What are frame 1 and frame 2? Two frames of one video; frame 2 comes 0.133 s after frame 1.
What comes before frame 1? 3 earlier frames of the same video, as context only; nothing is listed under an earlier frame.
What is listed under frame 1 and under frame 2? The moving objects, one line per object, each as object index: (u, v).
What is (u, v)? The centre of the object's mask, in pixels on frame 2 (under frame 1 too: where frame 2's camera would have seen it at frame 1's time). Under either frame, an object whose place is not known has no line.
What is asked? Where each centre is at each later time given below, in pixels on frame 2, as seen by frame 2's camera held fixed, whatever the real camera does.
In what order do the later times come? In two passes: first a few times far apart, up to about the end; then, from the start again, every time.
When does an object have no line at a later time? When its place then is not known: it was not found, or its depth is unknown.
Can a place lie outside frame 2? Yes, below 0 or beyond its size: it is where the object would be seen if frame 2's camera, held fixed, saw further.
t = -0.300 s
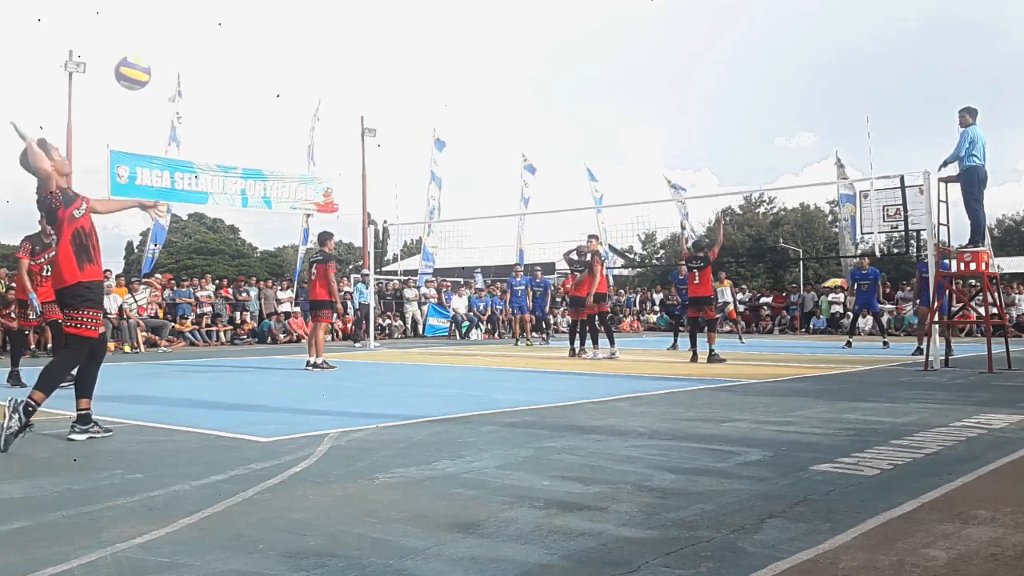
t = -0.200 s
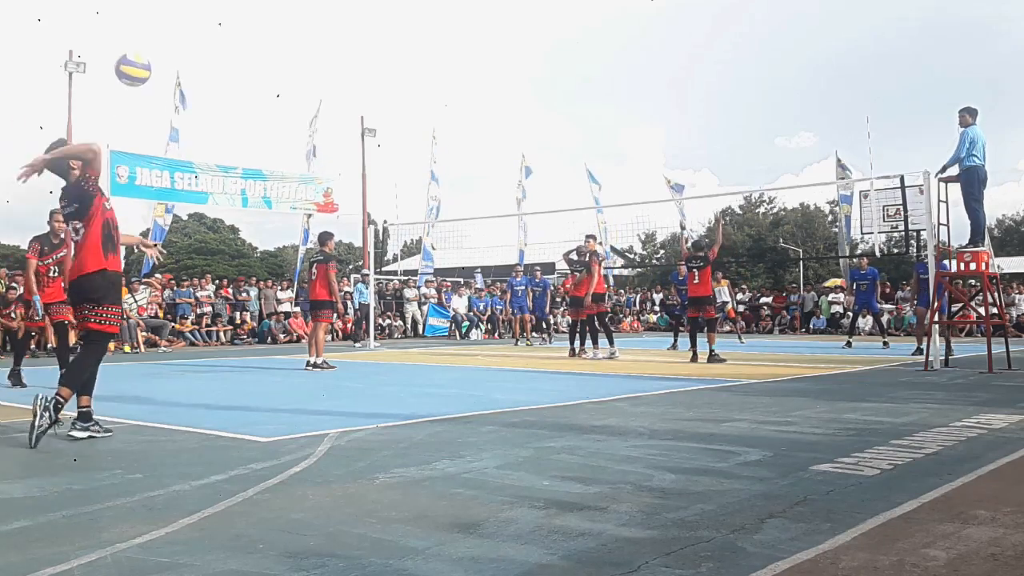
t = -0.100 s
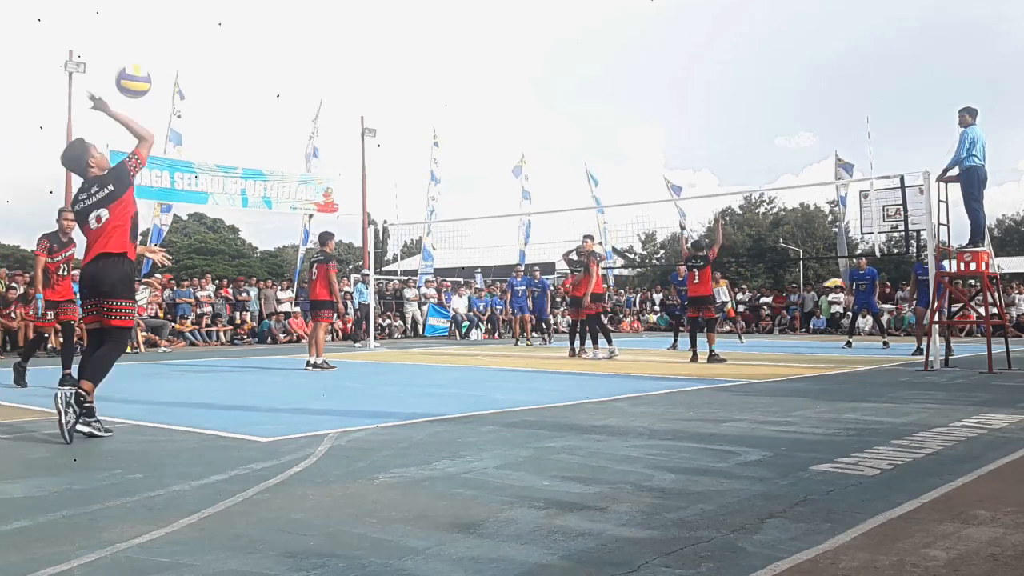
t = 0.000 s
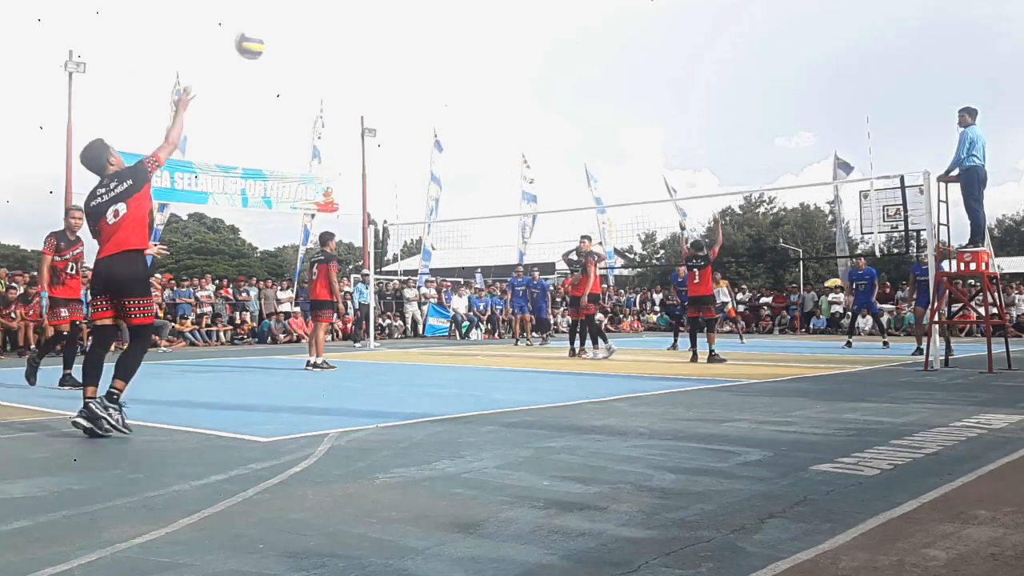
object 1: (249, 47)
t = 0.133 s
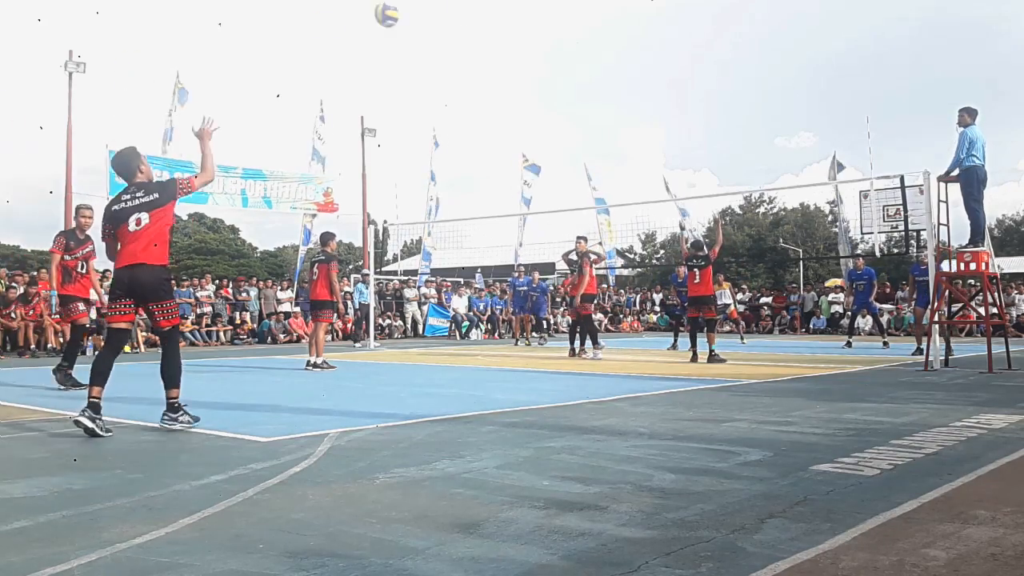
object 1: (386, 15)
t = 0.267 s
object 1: (481, 12)
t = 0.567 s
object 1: (609, 62)
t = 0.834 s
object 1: (669, 141)
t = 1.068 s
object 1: (702, 223)
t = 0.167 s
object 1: (413, 12)
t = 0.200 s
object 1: (438, 11)
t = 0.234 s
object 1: (460, 11)
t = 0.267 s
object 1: (481, 12)
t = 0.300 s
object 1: (500, 15)
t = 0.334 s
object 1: (518, 18)
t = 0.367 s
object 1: (535, 23)
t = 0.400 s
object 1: (550, 28)
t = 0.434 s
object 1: (563, 34)
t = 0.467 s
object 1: (576, 40)
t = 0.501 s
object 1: (588, 47)
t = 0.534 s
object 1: (599, 54)
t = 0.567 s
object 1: (609, 62)
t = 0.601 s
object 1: (619, 71)
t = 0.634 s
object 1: (628, 80)
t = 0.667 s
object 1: (635, 90)
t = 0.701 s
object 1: (643, 100)
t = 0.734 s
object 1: (650, 110)
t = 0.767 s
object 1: (657, 120)
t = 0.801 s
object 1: (663, 130)
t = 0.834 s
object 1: (669, 141)
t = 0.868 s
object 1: (675, 152)
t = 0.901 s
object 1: (680, 164)
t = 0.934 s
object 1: (685, 175)
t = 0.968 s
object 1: (689, 187)
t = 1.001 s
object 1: (694, 199)
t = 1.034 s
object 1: (697, 211)
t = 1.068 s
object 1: (702, 223)
